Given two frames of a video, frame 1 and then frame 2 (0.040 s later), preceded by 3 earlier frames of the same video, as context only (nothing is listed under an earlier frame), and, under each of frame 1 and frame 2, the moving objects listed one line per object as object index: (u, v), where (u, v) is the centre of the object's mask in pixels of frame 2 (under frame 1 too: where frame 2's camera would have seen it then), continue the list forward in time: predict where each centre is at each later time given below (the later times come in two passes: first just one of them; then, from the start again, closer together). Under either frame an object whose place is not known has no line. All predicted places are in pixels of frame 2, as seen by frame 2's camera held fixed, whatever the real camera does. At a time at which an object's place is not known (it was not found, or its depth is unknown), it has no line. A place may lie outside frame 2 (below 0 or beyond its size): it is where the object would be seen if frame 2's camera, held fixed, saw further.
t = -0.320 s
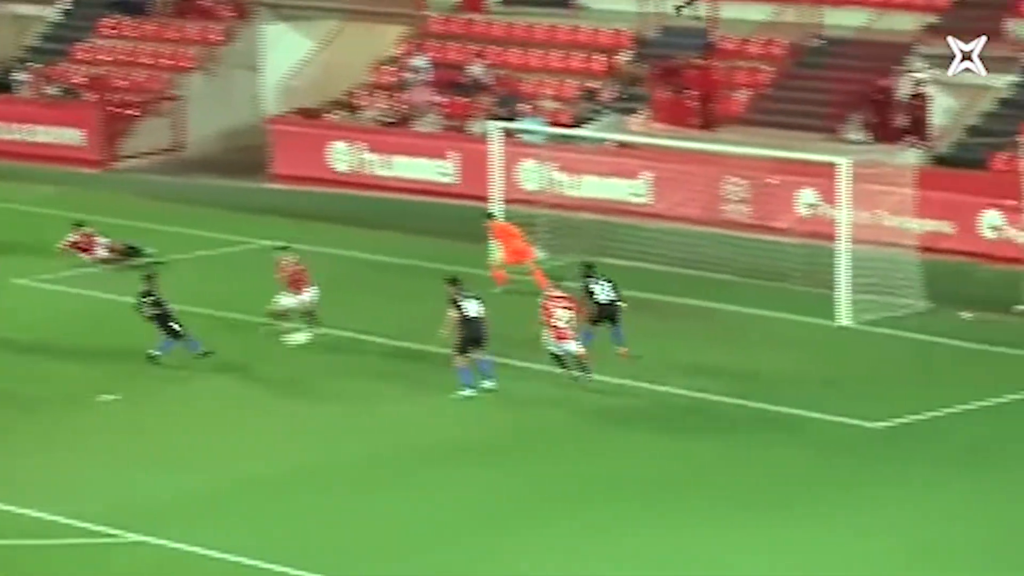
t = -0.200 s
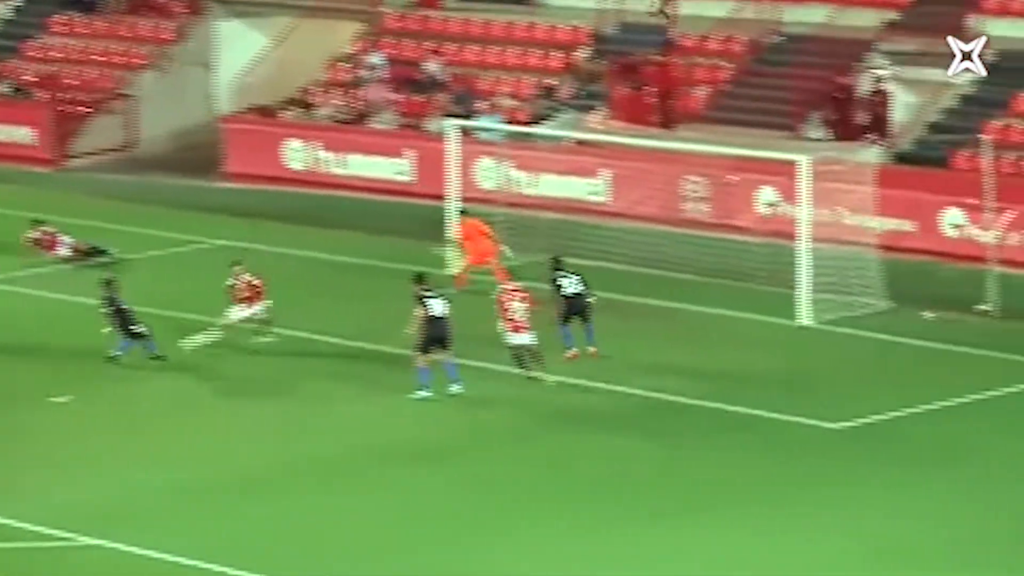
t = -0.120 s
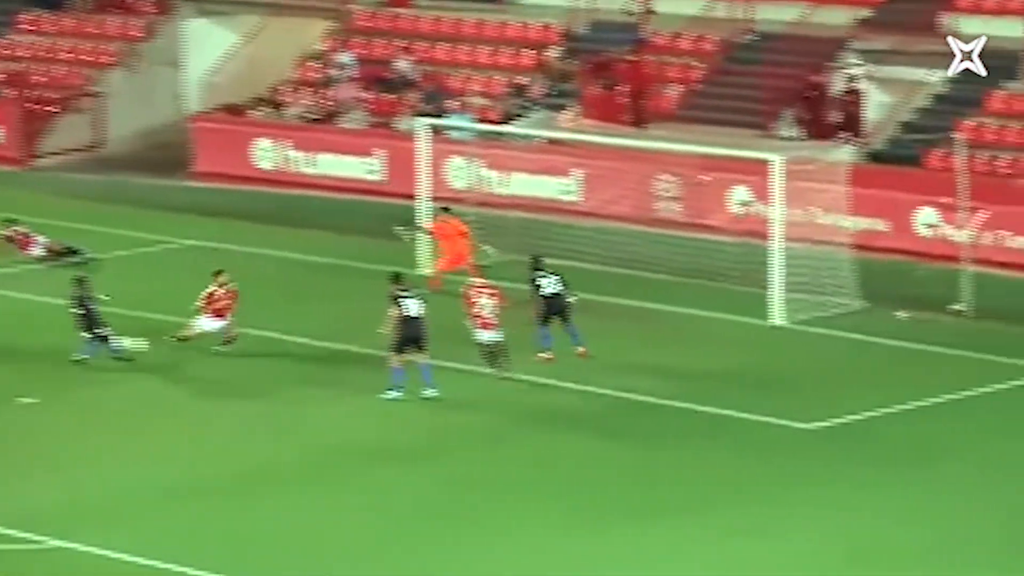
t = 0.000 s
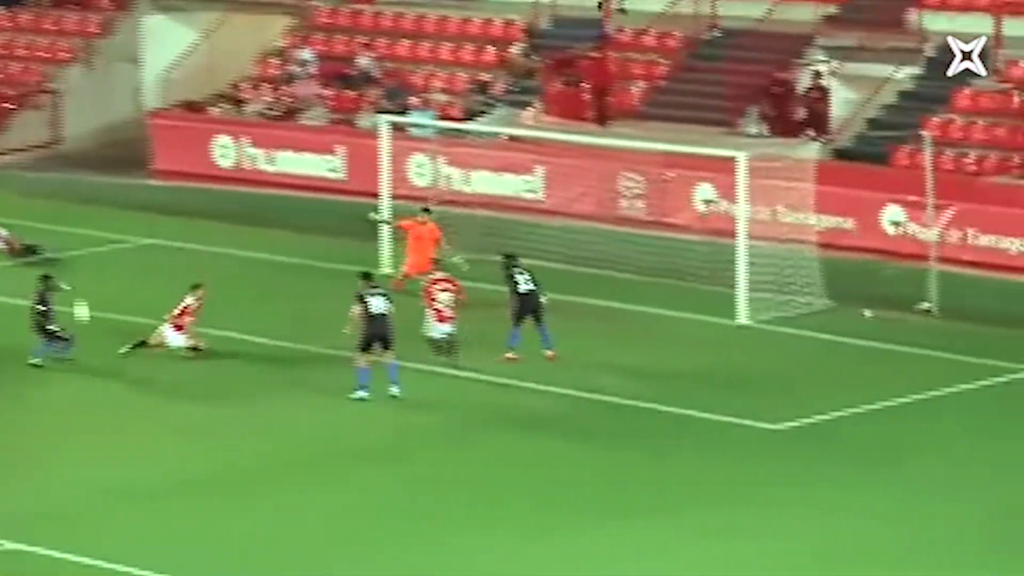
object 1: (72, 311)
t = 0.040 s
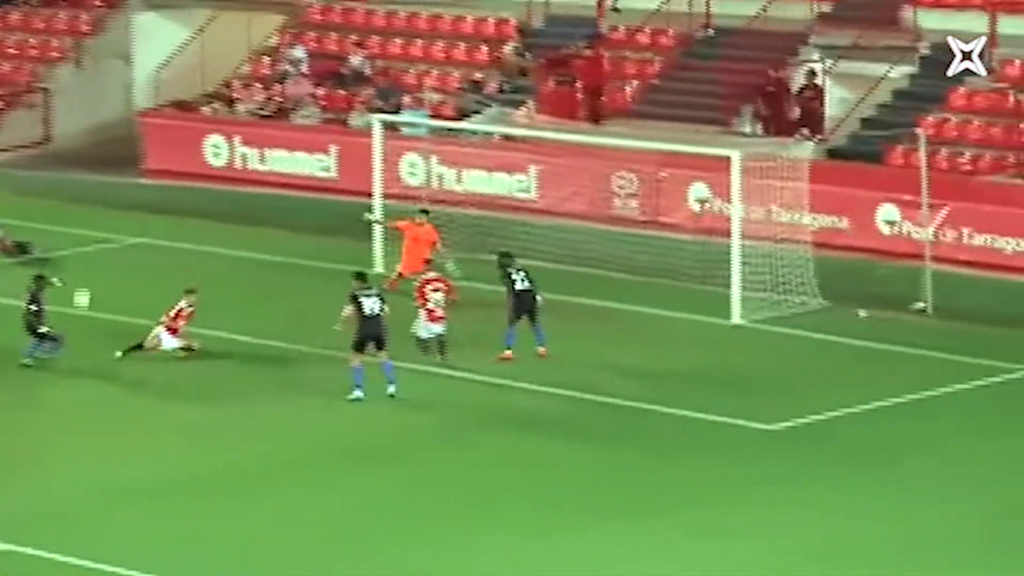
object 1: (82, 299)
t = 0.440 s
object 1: (168, 240)
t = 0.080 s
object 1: (91, 288)
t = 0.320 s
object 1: (142, 246)
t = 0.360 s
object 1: (151, 243)
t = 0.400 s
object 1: (160, 240)
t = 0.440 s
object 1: (168, 240)
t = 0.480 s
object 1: (176, 240)
